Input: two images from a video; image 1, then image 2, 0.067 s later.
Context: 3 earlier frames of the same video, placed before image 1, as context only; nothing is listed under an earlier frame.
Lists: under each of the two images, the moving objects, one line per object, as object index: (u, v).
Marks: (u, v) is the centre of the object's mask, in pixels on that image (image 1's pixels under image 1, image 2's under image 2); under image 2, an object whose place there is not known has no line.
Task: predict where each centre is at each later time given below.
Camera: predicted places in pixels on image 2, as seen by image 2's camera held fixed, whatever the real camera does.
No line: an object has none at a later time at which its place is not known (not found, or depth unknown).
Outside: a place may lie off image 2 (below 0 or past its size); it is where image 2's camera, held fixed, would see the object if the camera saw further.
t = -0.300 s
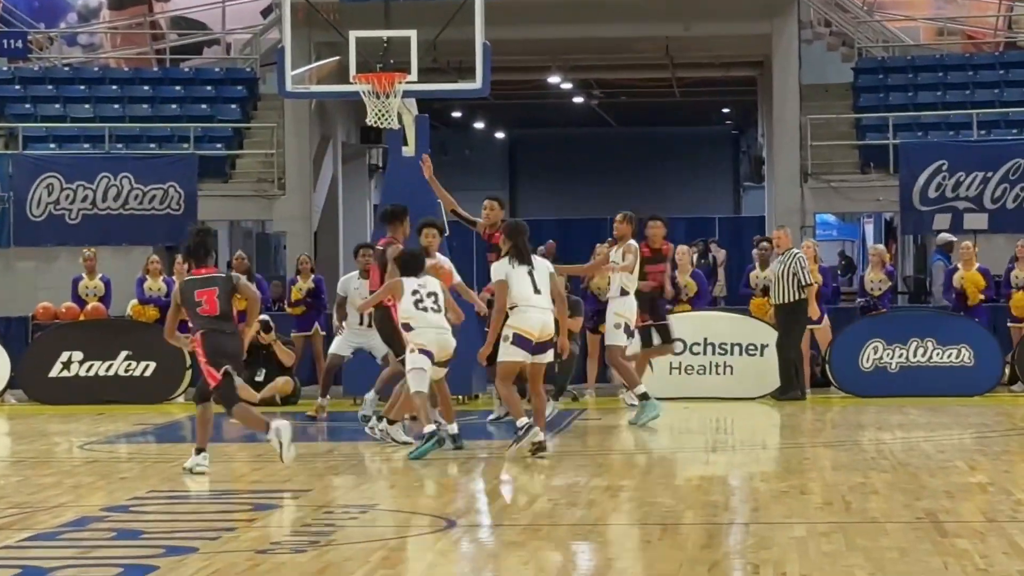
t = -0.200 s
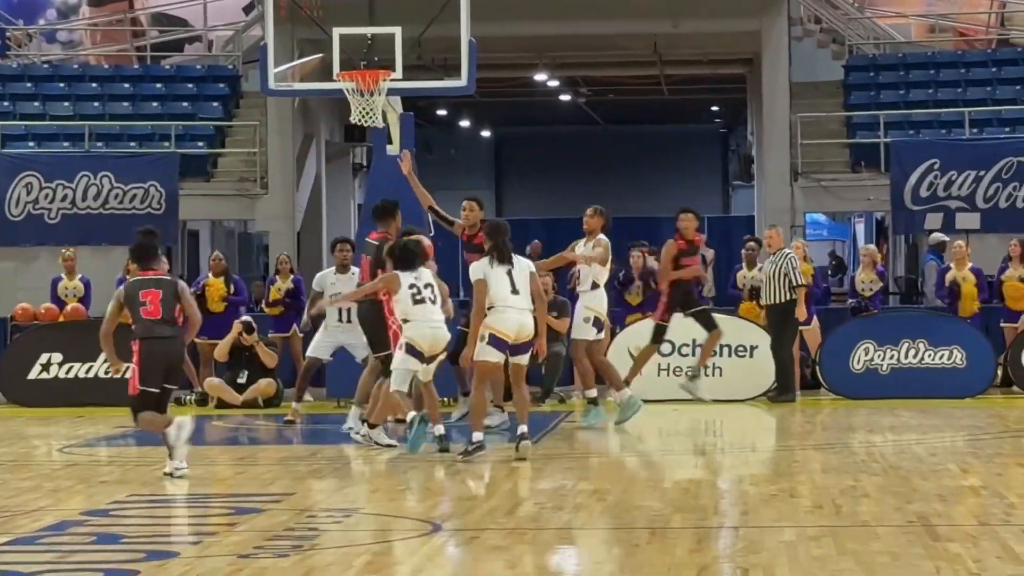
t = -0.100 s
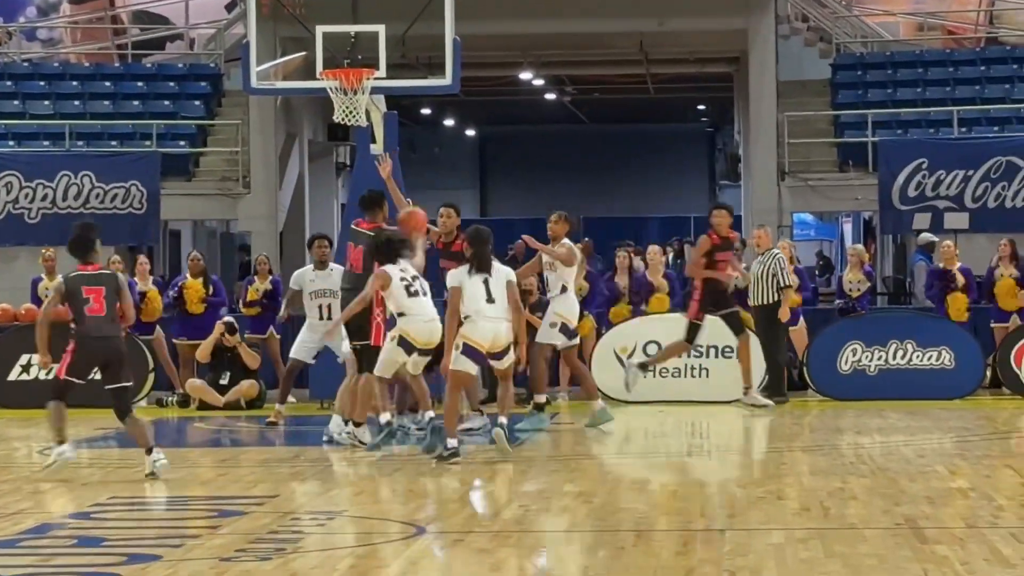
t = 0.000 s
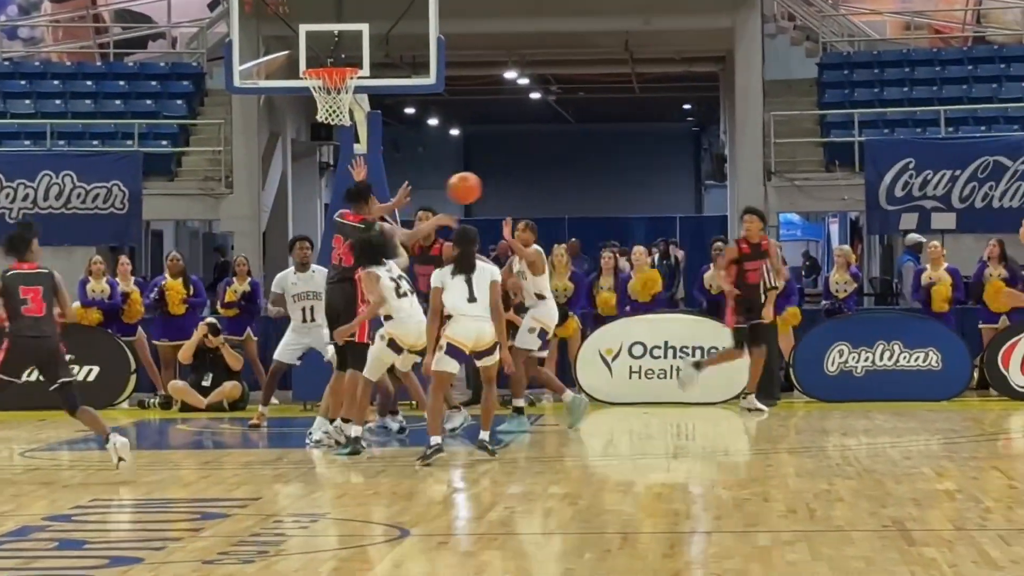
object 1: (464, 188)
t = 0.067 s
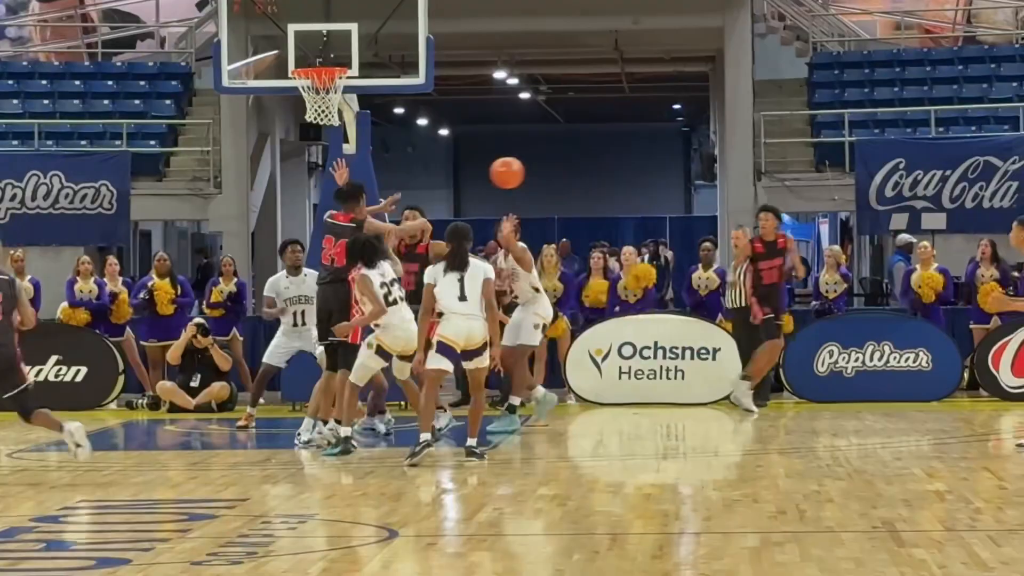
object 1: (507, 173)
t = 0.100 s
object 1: (532, 167)
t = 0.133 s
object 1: (555, 164)
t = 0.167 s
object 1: (578, 162)
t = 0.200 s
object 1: (600, 161)
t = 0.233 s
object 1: (622, 161)
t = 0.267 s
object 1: (643, 163)
